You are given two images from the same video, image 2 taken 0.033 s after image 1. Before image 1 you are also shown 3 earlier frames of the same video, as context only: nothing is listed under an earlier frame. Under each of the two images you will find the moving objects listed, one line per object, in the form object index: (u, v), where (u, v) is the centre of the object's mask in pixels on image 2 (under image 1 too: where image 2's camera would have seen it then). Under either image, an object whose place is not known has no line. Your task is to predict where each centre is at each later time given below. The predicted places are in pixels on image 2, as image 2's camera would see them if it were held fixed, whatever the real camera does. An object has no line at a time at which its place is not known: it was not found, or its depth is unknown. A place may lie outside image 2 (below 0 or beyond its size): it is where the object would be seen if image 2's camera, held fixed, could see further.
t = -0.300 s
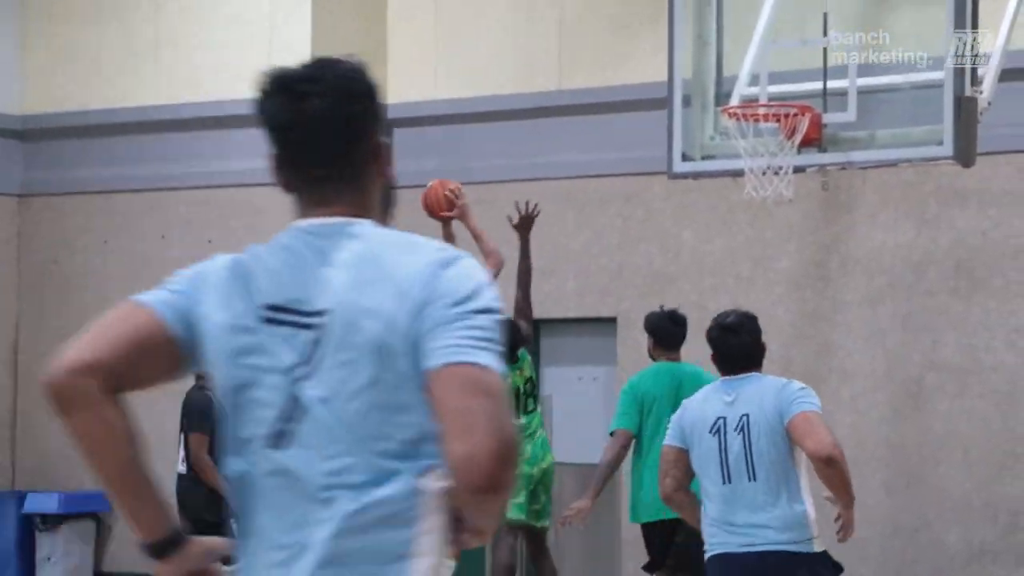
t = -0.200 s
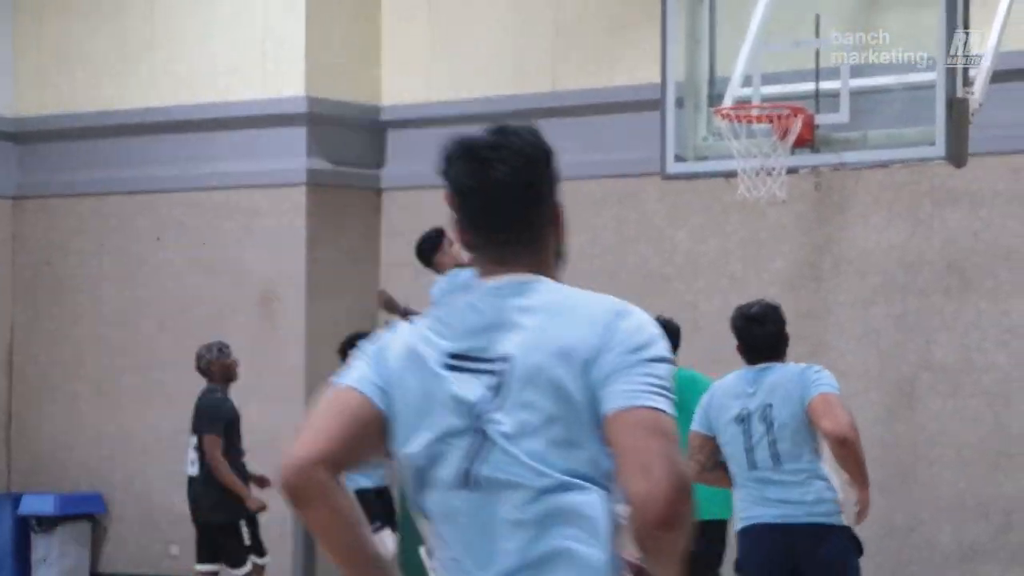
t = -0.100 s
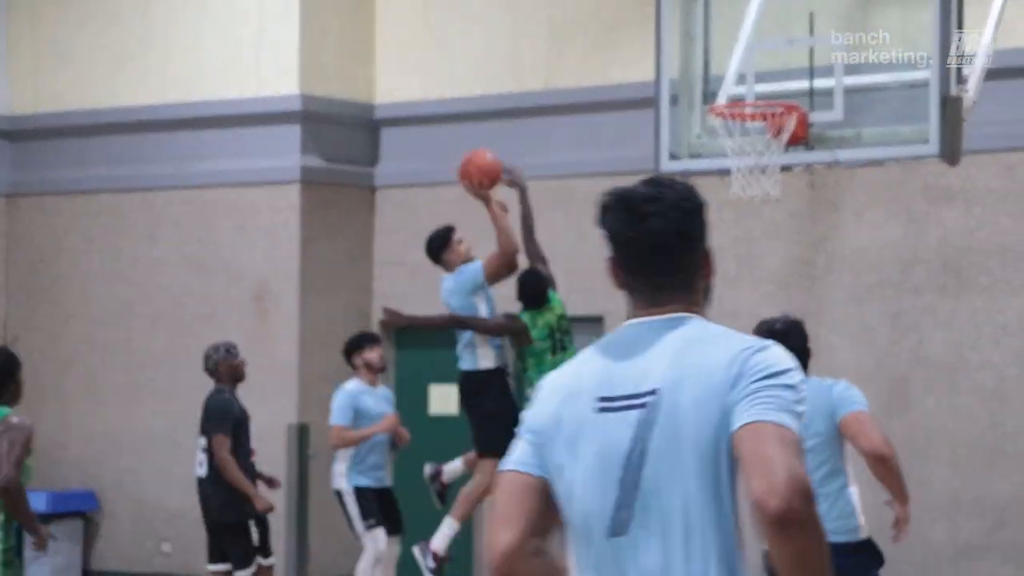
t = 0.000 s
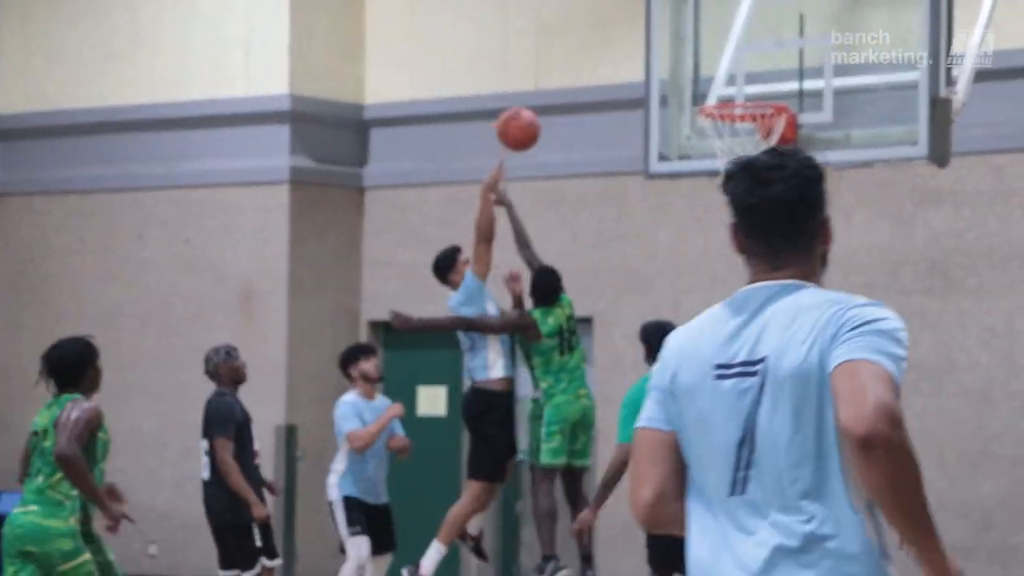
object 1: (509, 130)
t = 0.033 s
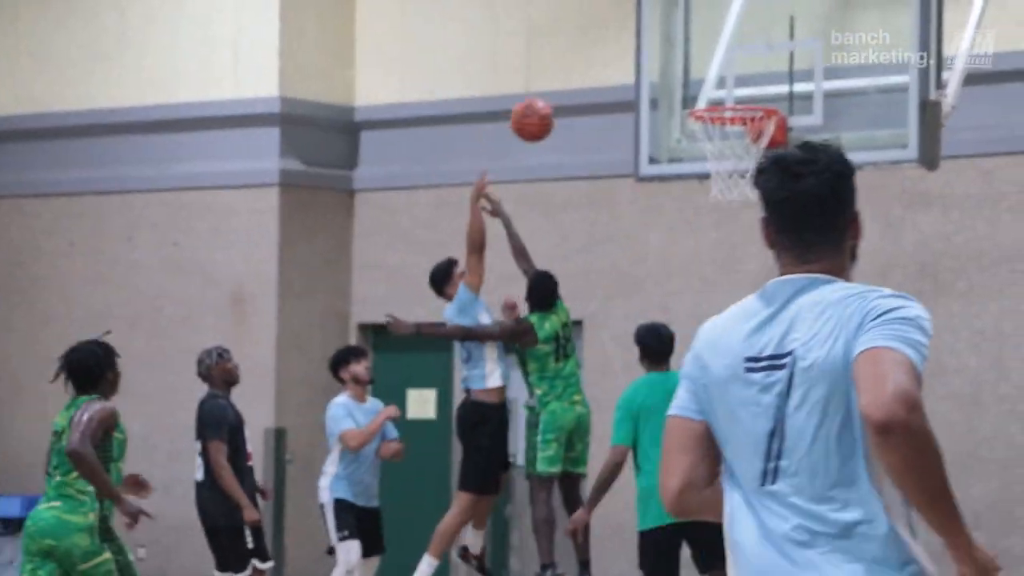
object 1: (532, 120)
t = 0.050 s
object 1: (544, 114)
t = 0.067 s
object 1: (555, 110)
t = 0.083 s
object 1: (567, 106)
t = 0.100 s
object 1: (579, 102)
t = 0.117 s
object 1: (591, 98)
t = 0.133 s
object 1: (602, 96)
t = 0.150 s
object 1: (614, 93)
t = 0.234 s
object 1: (672, 89)
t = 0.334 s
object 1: (710, 93)
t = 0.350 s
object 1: (709, 94)
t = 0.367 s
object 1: (705, 90)
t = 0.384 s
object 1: (702, 85)
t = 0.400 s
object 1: (698, 79)
